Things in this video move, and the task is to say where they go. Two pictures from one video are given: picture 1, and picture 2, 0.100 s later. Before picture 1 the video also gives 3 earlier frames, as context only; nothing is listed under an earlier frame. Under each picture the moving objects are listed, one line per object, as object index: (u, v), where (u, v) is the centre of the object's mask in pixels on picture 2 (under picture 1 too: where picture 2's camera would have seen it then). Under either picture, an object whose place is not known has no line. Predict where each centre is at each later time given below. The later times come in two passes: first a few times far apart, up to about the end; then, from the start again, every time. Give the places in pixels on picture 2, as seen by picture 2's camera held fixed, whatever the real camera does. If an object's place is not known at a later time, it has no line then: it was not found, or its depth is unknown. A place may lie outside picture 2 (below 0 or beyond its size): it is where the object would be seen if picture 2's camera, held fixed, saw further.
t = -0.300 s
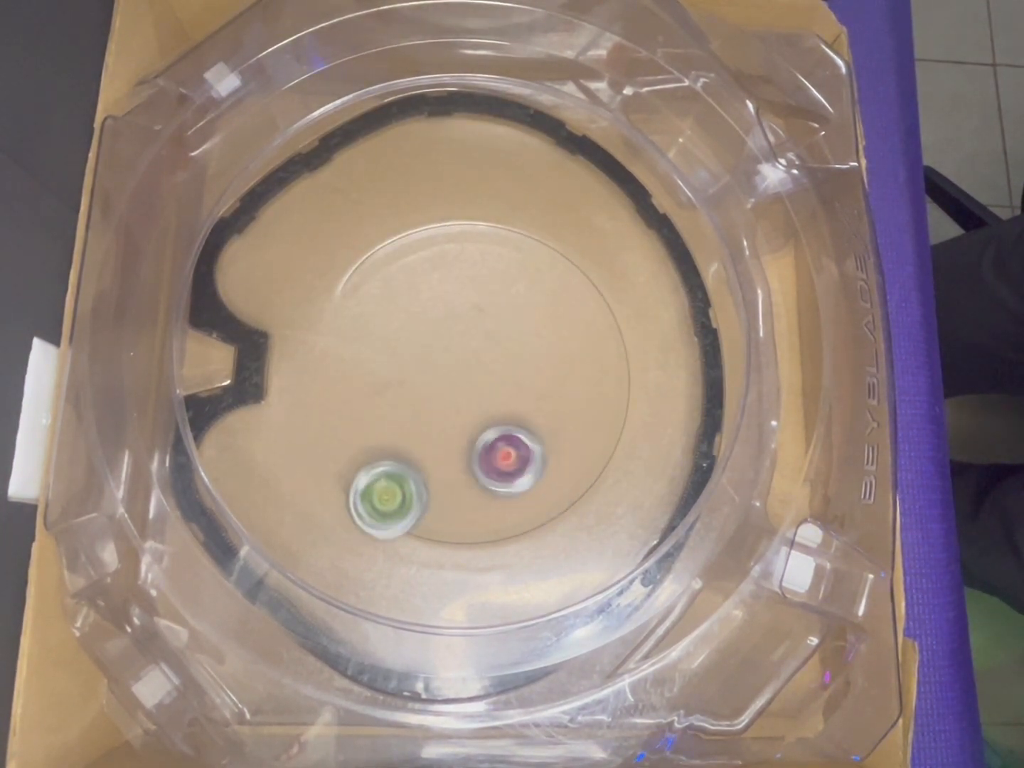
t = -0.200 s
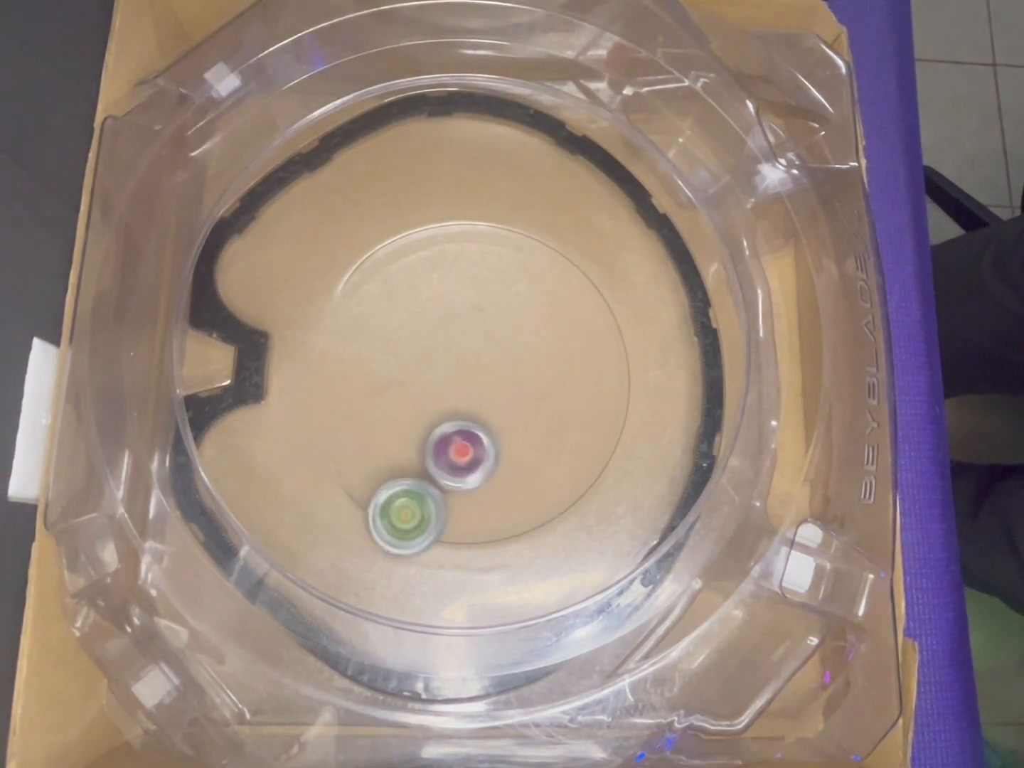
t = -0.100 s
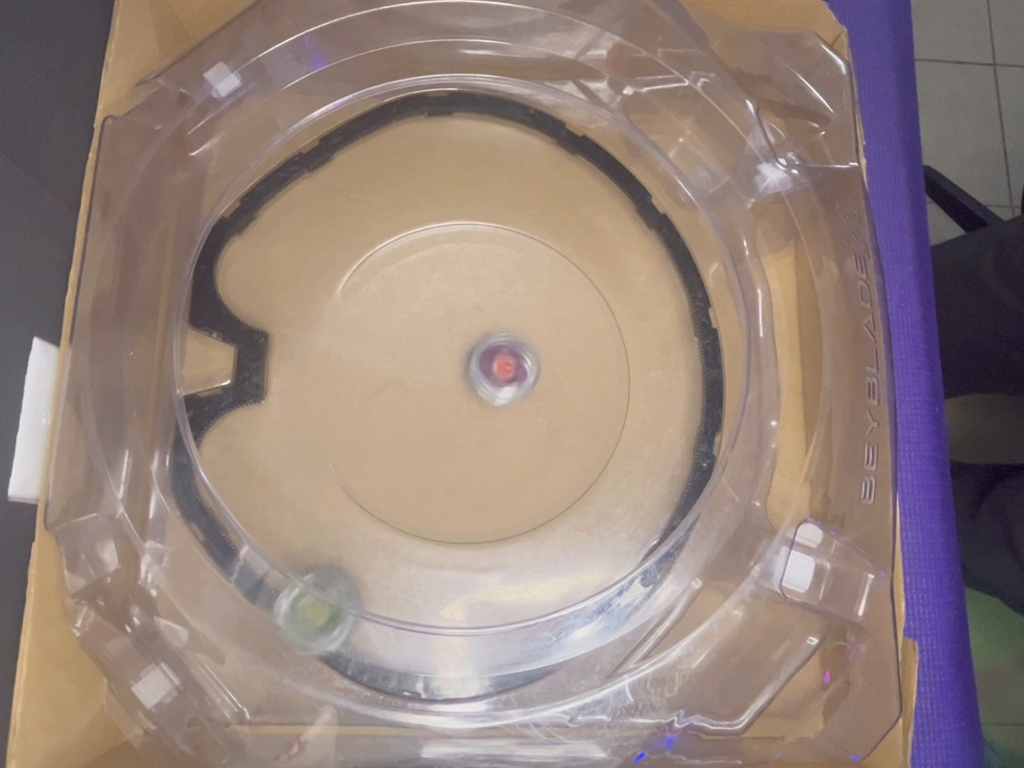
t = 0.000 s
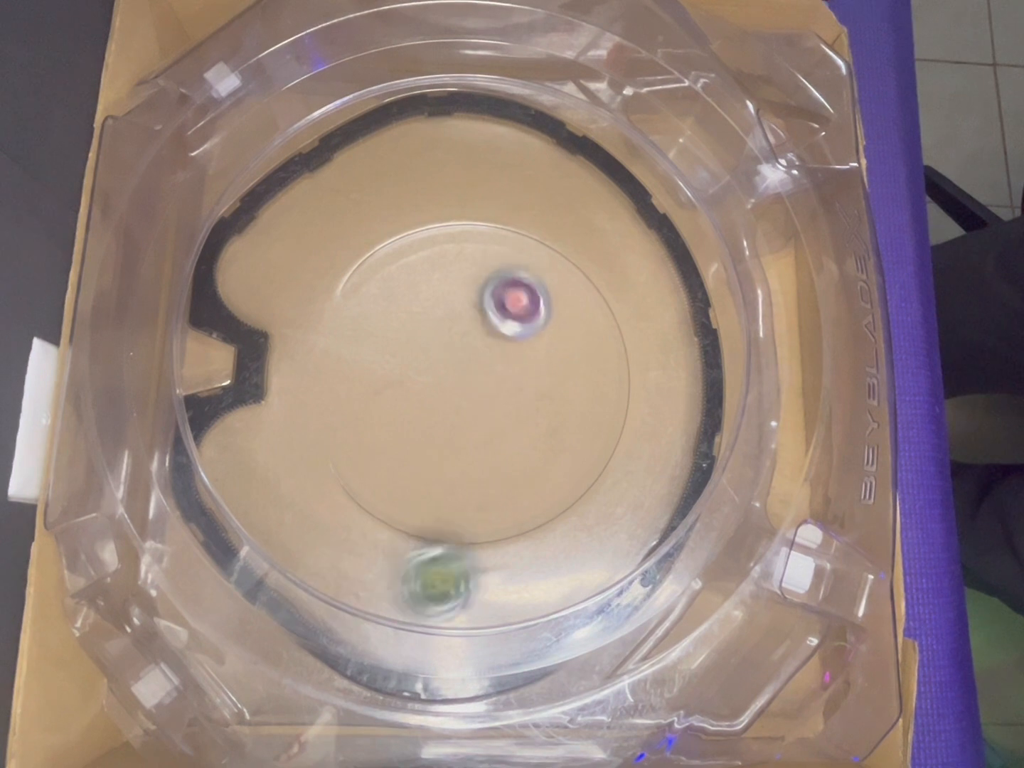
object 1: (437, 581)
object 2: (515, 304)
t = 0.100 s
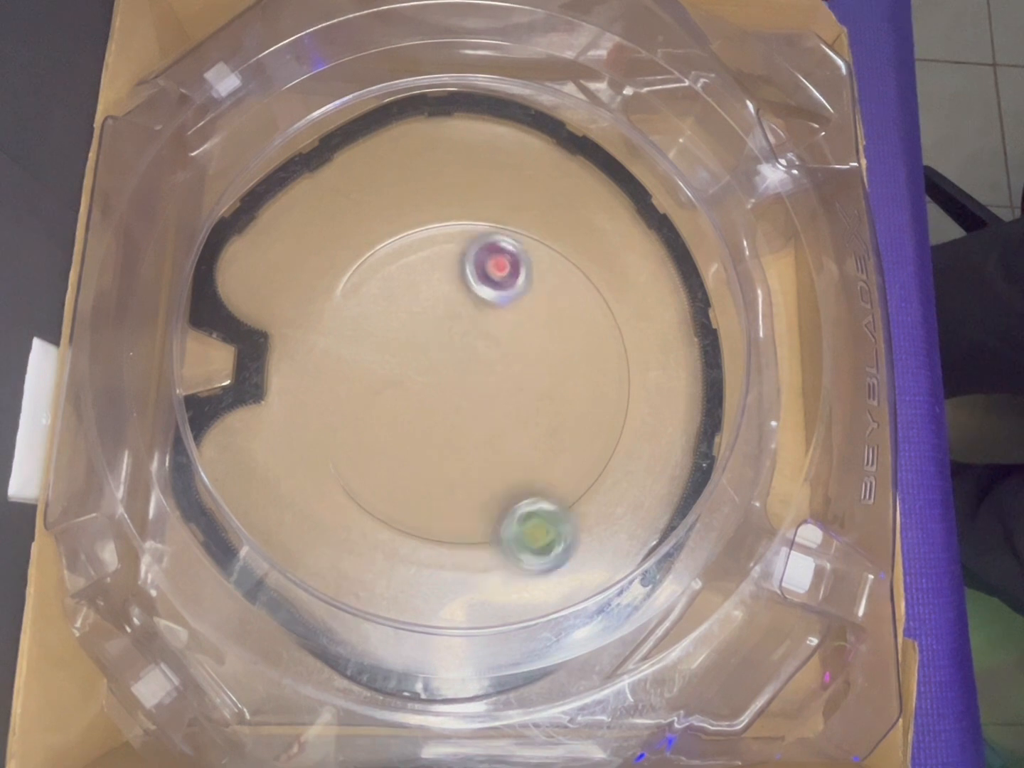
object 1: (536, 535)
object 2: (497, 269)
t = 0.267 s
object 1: (596, 441)
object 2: (434, 234)
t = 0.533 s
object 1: (475, 262)
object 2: (360, 300)
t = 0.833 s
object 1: (454, 247)
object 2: (384, 424)
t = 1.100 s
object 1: (395, 302)
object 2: (510, 486)
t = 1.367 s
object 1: (489, 367)
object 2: (588, 407)
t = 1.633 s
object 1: (468, 314)
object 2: (558, 323)
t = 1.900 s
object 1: (277, 356)
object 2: (523, 370)
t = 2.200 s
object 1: (424, 451)
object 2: (529, 409)
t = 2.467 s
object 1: (257, 459)
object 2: (687, 323)
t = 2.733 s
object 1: (522, 352)
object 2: (560, 260)
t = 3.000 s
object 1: (490, 447)
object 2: (514, 115)
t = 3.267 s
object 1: (498, 388)
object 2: (447, 174)
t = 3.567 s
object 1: (572, 313)
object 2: (427, 306)
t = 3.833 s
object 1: (552, 314)
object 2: (380, 376)
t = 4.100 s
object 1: (504, 375)
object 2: (323, 381)
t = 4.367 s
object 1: (478, 445)
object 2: (363, 355)
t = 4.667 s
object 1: (452, 439)
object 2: (458, 359)
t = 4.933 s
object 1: (415, 402)
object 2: (498, 396)
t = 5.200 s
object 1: (412, 374)
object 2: (450, 446)
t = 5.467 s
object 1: (414, 335)
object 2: (387, 421)
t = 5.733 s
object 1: (491, 328)
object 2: (368, 362)
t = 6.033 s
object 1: (546, 350)
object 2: (431, 322)
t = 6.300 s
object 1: (598, 438)
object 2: (418, 293)
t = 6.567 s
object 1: (588, 569)
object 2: (373, 283)
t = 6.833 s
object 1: (468, 642)
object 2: (408, 321)
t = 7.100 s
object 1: (323, 603)
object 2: (405, 361)
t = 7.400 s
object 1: (273, 444)
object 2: (384, 345)
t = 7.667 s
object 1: (353, 339)
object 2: (429, 329)
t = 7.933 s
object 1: (446, 314)
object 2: (484, 370)
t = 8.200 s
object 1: (541, 319)
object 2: (448, 408)
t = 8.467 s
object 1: (568, 381)
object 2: (475, 395)
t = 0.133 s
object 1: (561, 519)
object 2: (485, 261)
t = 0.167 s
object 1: (578, 502)
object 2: (473, 254)
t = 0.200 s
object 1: (590, 483)
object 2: (461, 247)
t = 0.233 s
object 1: (597, 463)
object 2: (447, 240)
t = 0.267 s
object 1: (596, 441)
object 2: (434, 234)
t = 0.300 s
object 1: (588, 416)
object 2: (422, 229)
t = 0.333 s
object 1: (574, 390)
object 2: (412, 235)
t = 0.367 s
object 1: (557, 366)
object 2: (404, 246)
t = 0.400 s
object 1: (532, 341)
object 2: (398, 256)
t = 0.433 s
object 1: (507, 317)
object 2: (395, 267)
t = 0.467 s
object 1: (479, 294)
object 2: (393, 278)
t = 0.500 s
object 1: (467, 277)
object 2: (382, 288)
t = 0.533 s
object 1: (475, 262)
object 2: (360, 300)
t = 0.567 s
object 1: (484, 254)
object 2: (342, 311)
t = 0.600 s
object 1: (491, 251)
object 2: (330, 325)
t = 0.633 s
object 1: (491, 245)
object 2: (326, 339)
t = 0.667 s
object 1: (489, 244)
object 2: (327, 352)
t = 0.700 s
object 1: (486, 241)
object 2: (335, 366)
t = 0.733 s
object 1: (480, 242)
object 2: (346, 380)
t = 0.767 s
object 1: (472, 242)
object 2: (358, 394)
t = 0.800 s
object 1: (463, 245)
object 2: (370, 409)
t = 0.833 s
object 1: (454, 247)
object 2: (384, 424)
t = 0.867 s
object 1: (445, 249)
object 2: (399, 438)
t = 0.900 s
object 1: (434, 252)
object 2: (414, 450)
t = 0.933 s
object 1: (423, 256)
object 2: (429, 461)
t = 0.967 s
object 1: (414, 262)
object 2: (445, 469)
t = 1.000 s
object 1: (405, 270)
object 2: (461, 476)
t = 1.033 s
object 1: (399, 280)
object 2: (478, 481)
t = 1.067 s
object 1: (395, 291)
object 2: (495, 485)
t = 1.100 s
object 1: (395, 302)
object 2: (510, 486)
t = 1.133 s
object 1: (397, 315)
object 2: (527, 486)
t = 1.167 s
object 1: (402, 326)
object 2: (543, 483)
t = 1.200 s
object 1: (410, 337)
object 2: (558, 477)
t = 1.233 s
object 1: (423, 347)
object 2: (571, 468)
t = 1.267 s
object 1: (437, 355)
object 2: (581, 456)
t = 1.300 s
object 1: (454, 361)
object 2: (588, 441)
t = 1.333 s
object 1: (471, 365)
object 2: (590, 424)
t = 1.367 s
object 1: (489, 367)
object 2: (588, 407)
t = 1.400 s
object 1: (505, 366)
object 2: (582, 390)
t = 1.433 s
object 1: (499, 354)
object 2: (594, 383)
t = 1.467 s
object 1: (491, 342)
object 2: (602, 375)
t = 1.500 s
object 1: (485, 331)
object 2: (603, 363)
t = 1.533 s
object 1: (480, 322)
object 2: (599, 350)
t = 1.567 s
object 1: (475, 316)
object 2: (589, 338)
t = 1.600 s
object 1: (471, 314)
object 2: (576, 328)
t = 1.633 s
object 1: (468, 314)
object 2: (558, 323)
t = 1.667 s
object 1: (464, 319)
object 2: (540, 319)
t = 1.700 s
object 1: (448, 322)
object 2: (530, 321)
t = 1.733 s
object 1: (432, 328)
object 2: (517, 326)
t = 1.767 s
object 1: (419, 333)
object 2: (499, 331)
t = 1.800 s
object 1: (405, 338)
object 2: (485, 337)
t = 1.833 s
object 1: (357, 341)
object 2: (502, 348)
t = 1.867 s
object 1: (315, 347)
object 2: (516, 359)
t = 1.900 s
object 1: (277, 356)
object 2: (523, 370)
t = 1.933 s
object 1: (267, 367)
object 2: (529, 380)
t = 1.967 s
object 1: (287, 381)
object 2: (534, 388)
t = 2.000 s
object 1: (307, 395)
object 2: (539, 395)
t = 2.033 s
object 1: (327, 411)
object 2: (542, 400)
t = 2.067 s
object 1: (348, 422)
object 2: (542, 404)
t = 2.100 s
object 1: (371, 434)
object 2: (541, 406)
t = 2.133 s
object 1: (390, 443)
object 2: (539, 407)
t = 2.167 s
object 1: (408, 449)
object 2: (535, 409)
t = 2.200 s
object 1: (424, 451)
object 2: (529, 409)
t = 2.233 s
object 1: (438, 451)
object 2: (521, 411)
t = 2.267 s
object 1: (434, 450)
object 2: (523, 411)
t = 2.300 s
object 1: (369, 462)
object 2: (573, 393)
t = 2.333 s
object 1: (311, 468)
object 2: (613, 377)
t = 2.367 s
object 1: (260, 473)
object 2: (643, 360)
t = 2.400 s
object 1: (214, 473)
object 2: (661, 347)
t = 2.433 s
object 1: (212, 468)
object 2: (677, 334)
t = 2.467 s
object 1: (257, 459)
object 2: (687, 323)
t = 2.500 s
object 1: (303, 450)
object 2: (694, 312)
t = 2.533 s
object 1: (337, 438)
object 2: (679, 296)
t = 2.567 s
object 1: (373, 425)
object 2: (656, 282)
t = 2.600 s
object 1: (410, 414)
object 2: (634, 271)
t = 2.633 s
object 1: (443, 403)
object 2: (613, 263)
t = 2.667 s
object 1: (473, 386)
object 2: (595, 259)
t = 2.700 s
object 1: (500, 370)
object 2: (577, 257)
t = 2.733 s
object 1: (522, 352)
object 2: (560, 260)
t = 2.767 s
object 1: (539, 336)
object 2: (545, 264)
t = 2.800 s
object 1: (537, 356)
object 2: (544, 228)
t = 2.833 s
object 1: (531, 377)
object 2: (542, 192)
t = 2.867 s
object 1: (523, 398)
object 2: (540, 163)
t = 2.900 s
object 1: (515, 414)
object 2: (535, 142)
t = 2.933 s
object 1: (506, 427)
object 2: (529, 126)
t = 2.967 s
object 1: (499, 439)
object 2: (525, 118)
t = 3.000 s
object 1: (490, 447)
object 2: (514, 115)
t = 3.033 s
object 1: (484, 449)
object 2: (496, 123)
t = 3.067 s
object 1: (479, 447)
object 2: (484, 129)
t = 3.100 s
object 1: (476, 444)
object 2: (471, 139)
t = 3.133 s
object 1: (476, 436)
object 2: (460, 147)
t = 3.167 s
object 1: (479, 425)
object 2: (452, 154)
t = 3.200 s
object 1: (484, 412)
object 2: (448, 160)
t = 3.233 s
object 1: (490, 401)
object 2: (445, 167)
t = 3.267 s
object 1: (498, 388)
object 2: (447, 174)
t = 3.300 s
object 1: (508, 378)
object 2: (450, 183)
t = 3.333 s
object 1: (519, 365)
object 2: (451, 195)
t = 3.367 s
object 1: (530, 353)
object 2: (453, 207)
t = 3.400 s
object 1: (539, 343)
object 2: (452, 221)
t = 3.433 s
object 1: (549, 334)
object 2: (446, 240)
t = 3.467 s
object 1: (557, 328)
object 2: (442, 257)
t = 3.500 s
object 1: (564, 321)
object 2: (436, 273)
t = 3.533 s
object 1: (568, 317)
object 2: (432, 291)
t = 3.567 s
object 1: (572, 313)
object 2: (427, 306)
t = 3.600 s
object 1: (573, 309)
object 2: (422, 320)
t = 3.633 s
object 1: (574, 307)
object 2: (418, 332)
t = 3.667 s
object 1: (573, 306)
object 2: (413, 343)
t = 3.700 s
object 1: (572, 306)
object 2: (407, 353)
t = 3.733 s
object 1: (568, 306)
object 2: (401, 360)
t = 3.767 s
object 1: (565, 307)
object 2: (394, 366)
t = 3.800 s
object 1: (559, 310)
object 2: (387, 372)
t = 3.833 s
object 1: (552, 314)
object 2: (380, 376)
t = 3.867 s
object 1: (546, 319)
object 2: (373, 381)
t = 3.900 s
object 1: (539, 325)
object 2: (366, 384)
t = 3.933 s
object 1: (532, 331)
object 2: (359, 386)
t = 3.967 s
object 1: (526, 338)
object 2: (351, 388)
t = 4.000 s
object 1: (520, 346)
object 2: (344, 388)
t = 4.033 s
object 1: (514, 355)
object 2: (336, 387)
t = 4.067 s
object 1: (508, 365)
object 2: (330, 385)
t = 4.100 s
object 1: (504, 375)
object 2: (323, 381)
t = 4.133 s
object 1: (500, 384)
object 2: (318, 378)
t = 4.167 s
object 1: (496, 394)
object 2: (318, 374)
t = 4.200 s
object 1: (492, 403)
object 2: (319, 370)
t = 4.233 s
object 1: (490, 413)
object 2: (323, 367)
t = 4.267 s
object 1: (487, 421)
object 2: (329, 365)
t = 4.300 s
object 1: (484, 432)
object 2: (339, 361)
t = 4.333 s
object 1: (481, 439)
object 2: (350, 358)
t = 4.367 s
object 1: (478, 445)
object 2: (363, 355)
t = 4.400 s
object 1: (475, 450)
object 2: (375, 351)
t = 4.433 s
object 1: (473, 453)
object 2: (388, 349)
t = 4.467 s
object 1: (471, 454)
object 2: (399, 348)
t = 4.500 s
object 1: (469, 454)
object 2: (410, 348)
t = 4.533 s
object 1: (466, 453)
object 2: (420, 347)
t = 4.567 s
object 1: (463, 451)
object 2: (430, 349)
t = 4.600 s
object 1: (460, 447)
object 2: (441, 351)
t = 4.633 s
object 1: (456, 443)
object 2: (449, 354)
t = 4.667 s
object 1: (452, 439)
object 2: (458, 359)
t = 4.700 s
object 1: (448, 434)
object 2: (466, 363)
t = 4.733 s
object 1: (441, 431)
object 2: (475, 367)
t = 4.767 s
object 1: (433, 430)
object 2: (485, 367)
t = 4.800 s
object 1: (427, 425)
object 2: (491, 367)
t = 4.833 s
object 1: (423, 420)
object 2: (496, 371)
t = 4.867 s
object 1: (419, 414)
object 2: (498, 378)
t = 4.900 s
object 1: (417, 408)
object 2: (498, 387)
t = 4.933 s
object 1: (415, 402)
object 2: (498, 396)
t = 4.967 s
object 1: (414, 396)
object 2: (495, 406)
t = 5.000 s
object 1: (414, 392)
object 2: (492, 413)
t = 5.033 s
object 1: (414, 388)
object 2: (487, 421)
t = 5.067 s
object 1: (414, 386)
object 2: (481, 428)
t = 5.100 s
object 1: (415, 383)
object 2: (475, 434)
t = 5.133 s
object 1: (414, 380)
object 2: (467, 439)
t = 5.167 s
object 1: (414, 377)
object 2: (459, 443)
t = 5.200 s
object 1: (412, 374)
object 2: (450, 446)
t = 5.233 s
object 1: (409, 369)
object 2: (442, 447)
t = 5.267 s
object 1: (407, 364)
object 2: (432, 447)
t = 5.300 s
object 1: (406, 358)
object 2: (424, 447)
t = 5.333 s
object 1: (405, 353)
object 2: (415, 443)
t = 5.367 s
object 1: (405, 347)
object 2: (406, 440)
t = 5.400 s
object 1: (407, 342)
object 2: (399, 434)
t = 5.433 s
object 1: (410, 338)
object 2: (392, 428)
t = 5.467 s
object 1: (414, 335)
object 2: (387, 421)
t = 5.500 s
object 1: (419, 333)
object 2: (382, 413)
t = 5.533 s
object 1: (424, 333)
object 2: (380, 405)
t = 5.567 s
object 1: (429, 334)
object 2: (378, 395)
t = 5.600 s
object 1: (434, 335)
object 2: (378, 387)
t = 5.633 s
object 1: (446, 333)
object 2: (375, 380)
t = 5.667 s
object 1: (464, 330)
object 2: (367, 375)
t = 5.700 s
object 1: (479, 328)
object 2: (366, 369)
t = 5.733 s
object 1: (491, 328)
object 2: (368, 362)
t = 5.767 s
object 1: (502, 329)
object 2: (373, 355)
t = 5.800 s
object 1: (510, 329)
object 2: (377, 348)
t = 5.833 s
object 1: (518, 331)
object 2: (383, 341)
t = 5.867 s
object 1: (525, 332)
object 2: (390, 334)
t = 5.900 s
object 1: (532, 335)
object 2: (397, 330)
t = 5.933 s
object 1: (537, 338)
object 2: (406, 326)
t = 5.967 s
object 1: (541, 341)
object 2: (414, 324)
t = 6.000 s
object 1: (544, 345)
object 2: (422, 322)
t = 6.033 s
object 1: (546, 350)
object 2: (431, 322)
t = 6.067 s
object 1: (548, 355)
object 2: (440, 322)
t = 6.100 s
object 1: (548, 360)
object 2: (448, 325)
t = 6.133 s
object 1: (547, 364)
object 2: (457, 328)
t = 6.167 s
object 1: (545, 367)
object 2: (463, 331)
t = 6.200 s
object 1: (541, 370)
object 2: (471, 337)
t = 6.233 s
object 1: (551, 384)
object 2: (464, 331)
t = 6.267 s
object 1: (576, 412)
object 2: (440, 310)
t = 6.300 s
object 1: (598, 438)
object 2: (418, 293)
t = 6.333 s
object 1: (608, 458)
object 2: (402, 283)
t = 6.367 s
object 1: (612, 474)
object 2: (391, 277)
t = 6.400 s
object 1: (615, 491)
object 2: (384, 275)
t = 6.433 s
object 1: (614, 508)
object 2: (380, 274)
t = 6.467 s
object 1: (612, 526)
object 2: (378, 275)
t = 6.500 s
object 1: (606, 543)
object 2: (375, 278)
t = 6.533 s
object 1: (598, 557)
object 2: (373, 281)
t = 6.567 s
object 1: (588, 569)
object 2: (373, 283)
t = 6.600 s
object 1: (576, 580)
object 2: (374, 285)
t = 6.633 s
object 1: (563, 590)
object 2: (376, 285)
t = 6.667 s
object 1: (550, 598)
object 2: (382, 288)
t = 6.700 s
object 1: (536, 604)
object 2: (385, 293)
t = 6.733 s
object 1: (519, 610)
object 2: (392, 298)
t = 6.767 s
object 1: (504, 614)
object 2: (398, 305)
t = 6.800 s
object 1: (482, 640)
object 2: (404, 312)
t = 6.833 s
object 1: (468, 642)
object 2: (408, 321)
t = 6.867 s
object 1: (450, 644)
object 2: (411, 328)
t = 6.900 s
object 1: (430, 646)
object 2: (412, 336)
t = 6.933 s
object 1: (410, 644)
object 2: (412, 342)
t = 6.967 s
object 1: (389, 640)
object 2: (412, 348)
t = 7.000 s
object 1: (369, 634)
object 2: (411, 352)
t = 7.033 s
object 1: (351, 626)
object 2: (409, 356)
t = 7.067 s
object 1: (337, 615)
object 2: (407, 359)
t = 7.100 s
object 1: (323, 603)
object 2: (405, 361)
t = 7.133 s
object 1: (308, 590)
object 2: (403, 362)
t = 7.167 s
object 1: (296, 574)
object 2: (401, 364)
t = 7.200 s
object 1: (286, 557)
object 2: (399, 364)
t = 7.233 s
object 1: (281, 539)
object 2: (396, 365)
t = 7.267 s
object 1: (275, 521)
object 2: (393, 364)
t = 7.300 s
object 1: (271, 502)
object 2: (389, 363)
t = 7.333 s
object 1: (269, 484)
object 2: (386, 359)
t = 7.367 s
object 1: (270, 463)
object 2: (384, 353)
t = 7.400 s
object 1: (273, 444)
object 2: (384, 345)
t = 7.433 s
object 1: (276, 427)
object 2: (387, 339)
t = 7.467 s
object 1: (283, 410)
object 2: (390, 334)
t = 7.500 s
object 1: (290, 394)
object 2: (394, 330)
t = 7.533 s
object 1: (299, 381)
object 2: (399, 327)
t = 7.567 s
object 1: (311, 368)
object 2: (407, 324)
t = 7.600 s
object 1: (325, 357)
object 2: (414, 324)
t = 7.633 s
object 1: (340, 347)
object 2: (421, 326)
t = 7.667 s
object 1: (353, 339)
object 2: (429, 329)
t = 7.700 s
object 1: (356, 331)
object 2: (449, 332)
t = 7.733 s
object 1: (364, 325)
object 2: (465, 337)
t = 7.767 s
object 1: (374, 319)
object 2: (476, 344)
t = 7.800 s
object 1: (387, 316)
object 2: (484, 351)
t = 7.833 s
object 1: (401, 314)
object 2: (488, 358)
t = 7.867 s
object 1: (415, 313)
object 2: (489, 363)
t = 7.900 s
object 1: (429, 313)
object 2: (486, 368)
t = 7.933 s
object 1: (446, 314)
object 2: (484, 370)
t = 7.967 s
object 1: (461, 315)
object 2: (480, 376)
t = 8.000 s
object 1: (475, 312)
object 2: (474, 384)
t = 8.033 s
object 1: (490, 309)
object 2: (467, 393)
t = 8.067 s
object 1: (500, 308)
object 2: (459, 406)
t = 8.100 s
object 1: (511, 309)
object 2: (454, 411)
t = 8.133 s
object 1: (521, 310)
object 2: (450, 412)
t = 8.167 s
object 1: (531, 313)
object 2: (448, 410)
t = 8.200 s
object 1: (541, 319)
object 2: (448, 408)
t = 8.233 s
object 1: (549, 324)
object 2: (449, 406)
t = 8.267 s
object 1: (557, 332)
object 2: (451, 403)
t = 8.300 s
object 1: (562, 338)
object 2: (453, 400)
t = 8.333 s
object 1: (566, 346)
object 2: (457, 397)
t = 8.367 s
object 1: (569, 355)
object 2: (462, 395)
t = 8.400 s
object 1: (570, 364)
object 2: (466, 394)
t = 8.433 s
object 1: (570, 372)
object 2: (472, 393)
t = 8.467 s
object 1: (568, 381)
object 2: (475, 395)
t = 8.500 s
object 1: (566, 390)
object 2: (479, 396)
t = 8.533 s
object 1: (561, 400)
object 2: (481, 399)
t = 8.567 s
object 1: (556, 408)
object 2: (481, 402)
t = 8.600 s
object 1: (550, 416)
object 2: (481, 404)
